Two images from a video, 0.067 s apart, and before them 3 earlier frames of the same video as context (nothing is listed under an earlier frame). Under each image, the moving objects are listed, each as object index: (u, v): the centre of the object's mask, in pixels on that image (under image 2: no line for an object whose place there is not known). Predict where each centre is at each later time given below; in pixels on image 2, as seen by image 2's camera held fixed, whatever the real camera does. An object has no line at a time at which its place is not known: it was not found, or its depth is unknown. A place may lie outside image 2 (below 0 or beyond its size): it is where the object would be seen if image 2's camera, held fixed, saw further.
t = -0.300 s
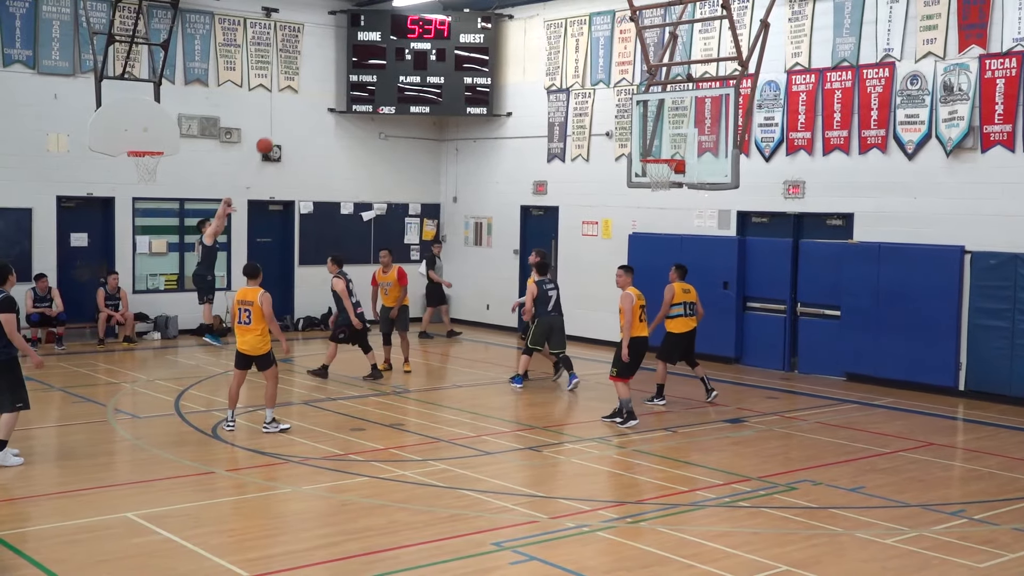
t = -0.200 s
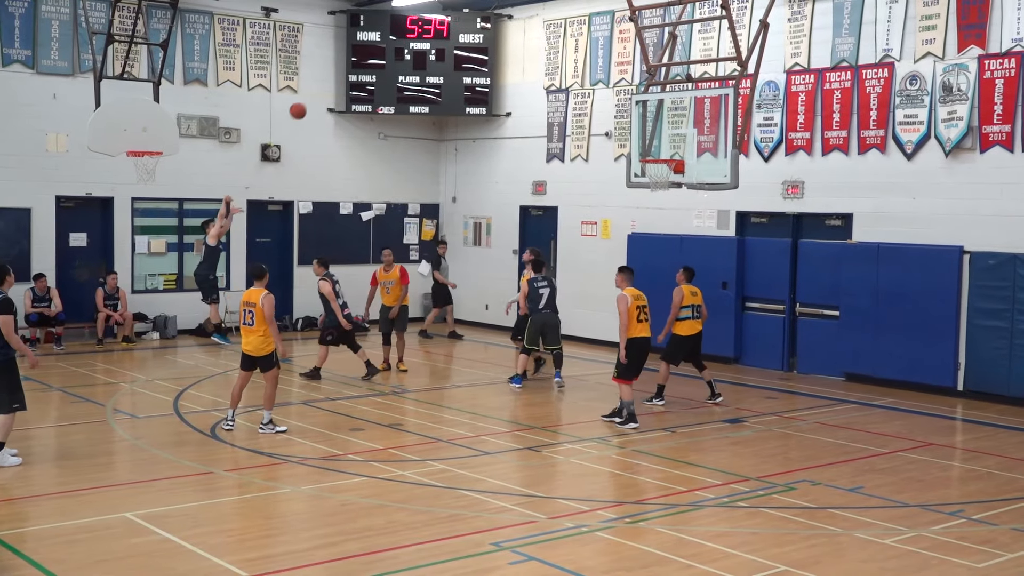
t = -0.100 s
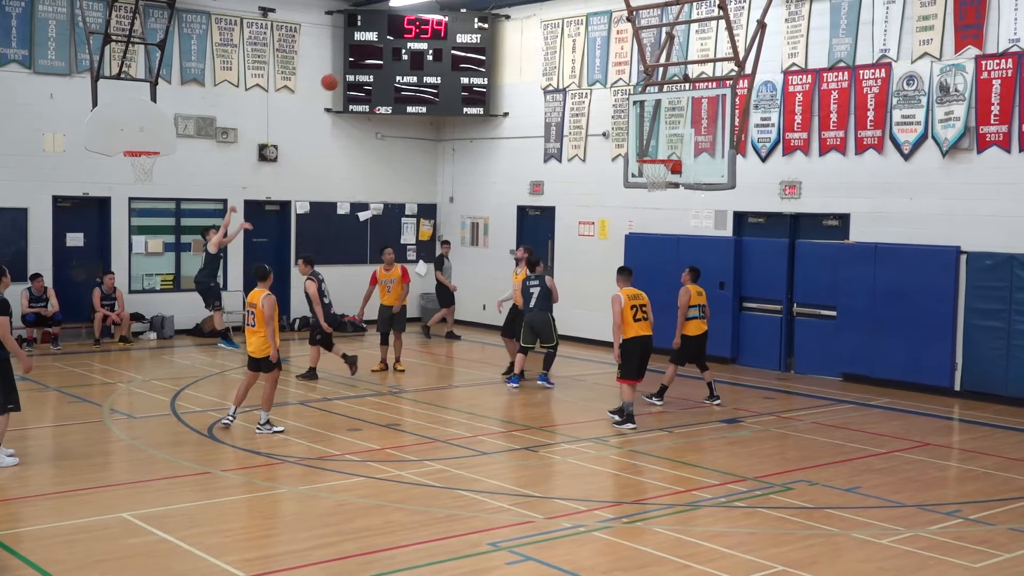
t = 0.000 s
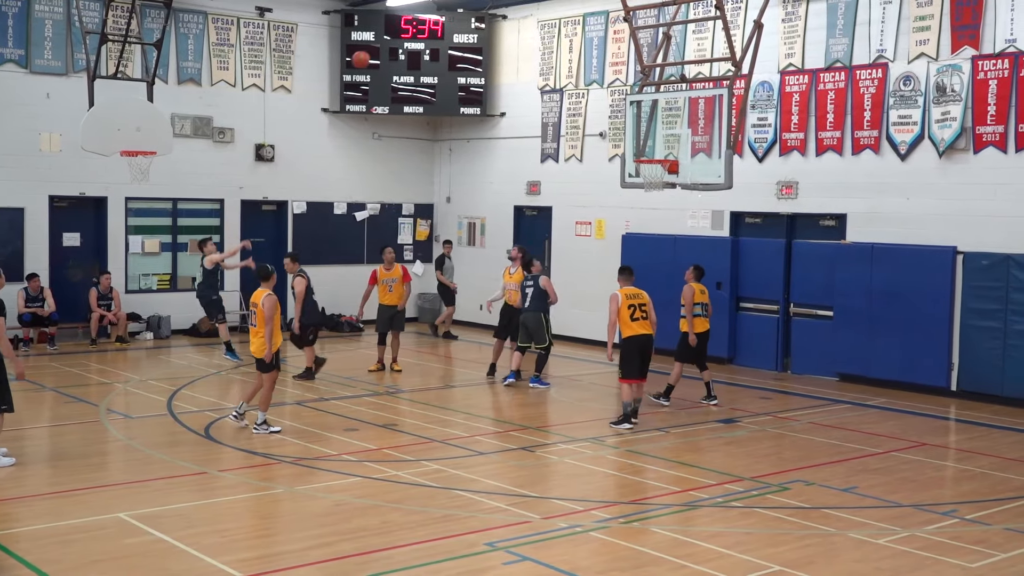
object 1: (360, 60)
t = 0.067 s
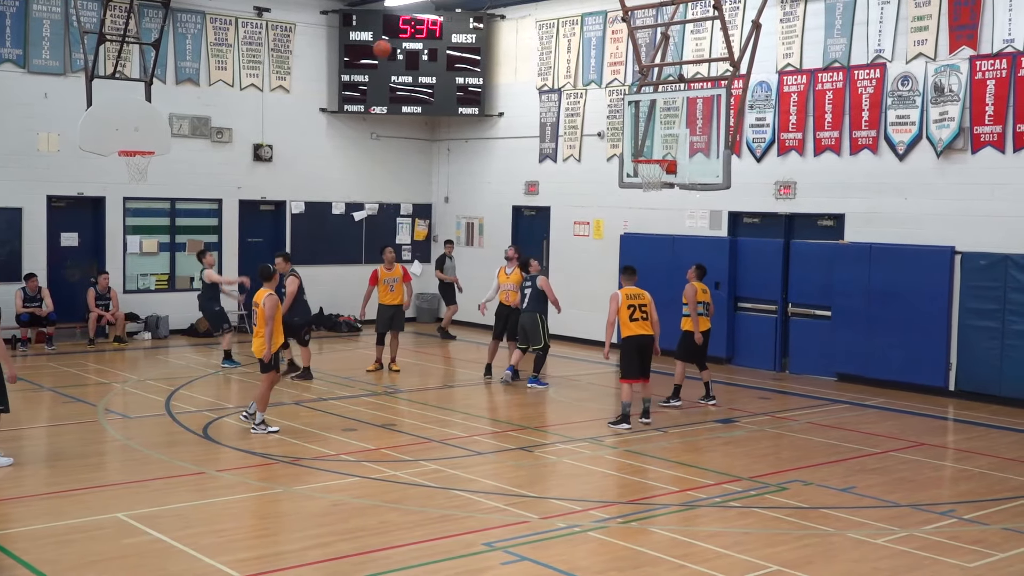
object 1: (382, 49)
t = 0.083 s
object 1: (388, 46)
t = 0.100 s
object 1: (393, 44)
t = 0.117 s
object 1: (398, 42)
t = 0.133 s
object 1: (404, 40)
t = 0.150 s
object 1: (411, 38)
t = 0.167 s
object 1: (416, 37)
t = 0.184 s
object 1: (422, 35)
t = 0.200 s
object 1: (428, 34)
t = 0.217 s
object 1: (434, 32)
